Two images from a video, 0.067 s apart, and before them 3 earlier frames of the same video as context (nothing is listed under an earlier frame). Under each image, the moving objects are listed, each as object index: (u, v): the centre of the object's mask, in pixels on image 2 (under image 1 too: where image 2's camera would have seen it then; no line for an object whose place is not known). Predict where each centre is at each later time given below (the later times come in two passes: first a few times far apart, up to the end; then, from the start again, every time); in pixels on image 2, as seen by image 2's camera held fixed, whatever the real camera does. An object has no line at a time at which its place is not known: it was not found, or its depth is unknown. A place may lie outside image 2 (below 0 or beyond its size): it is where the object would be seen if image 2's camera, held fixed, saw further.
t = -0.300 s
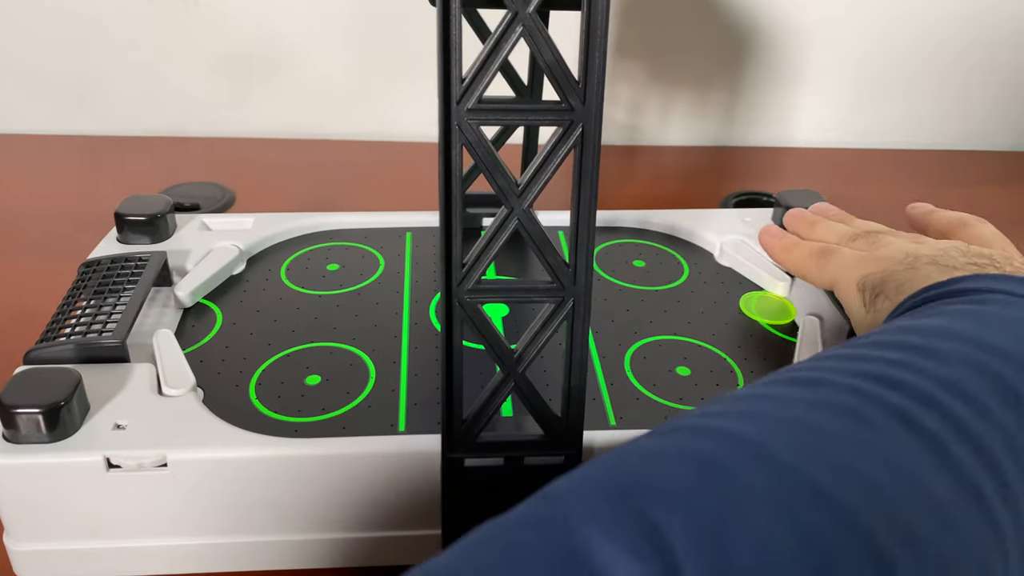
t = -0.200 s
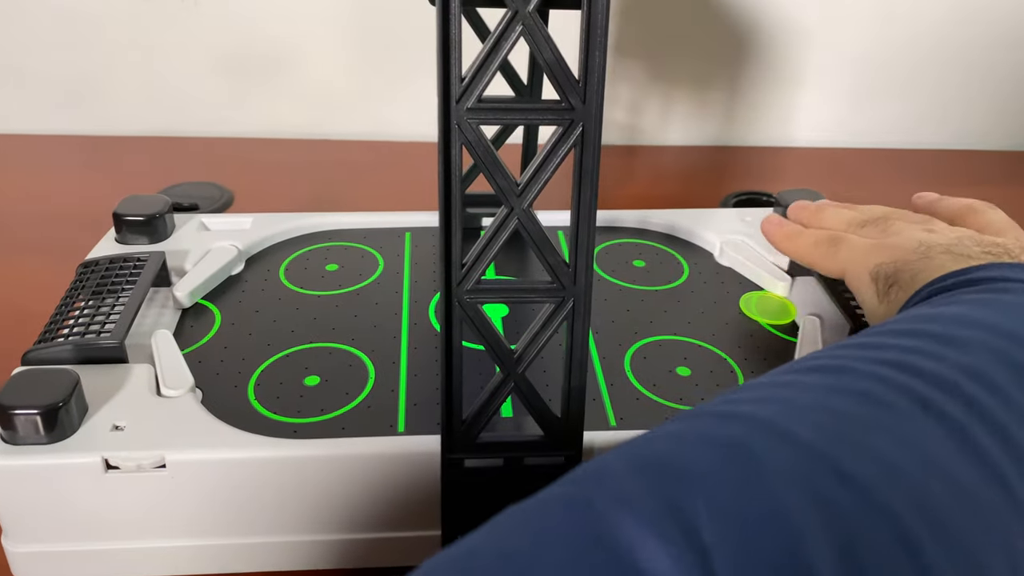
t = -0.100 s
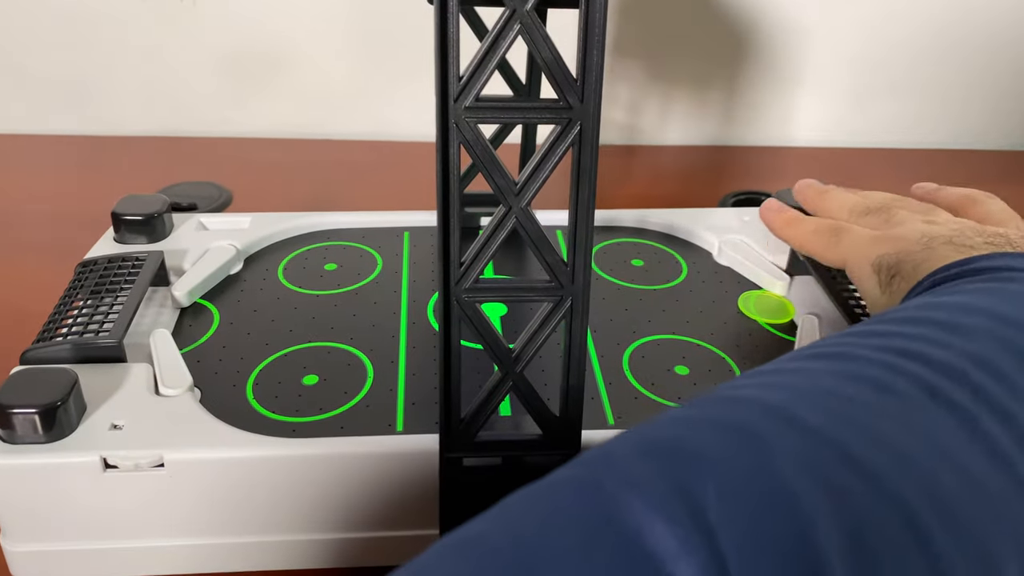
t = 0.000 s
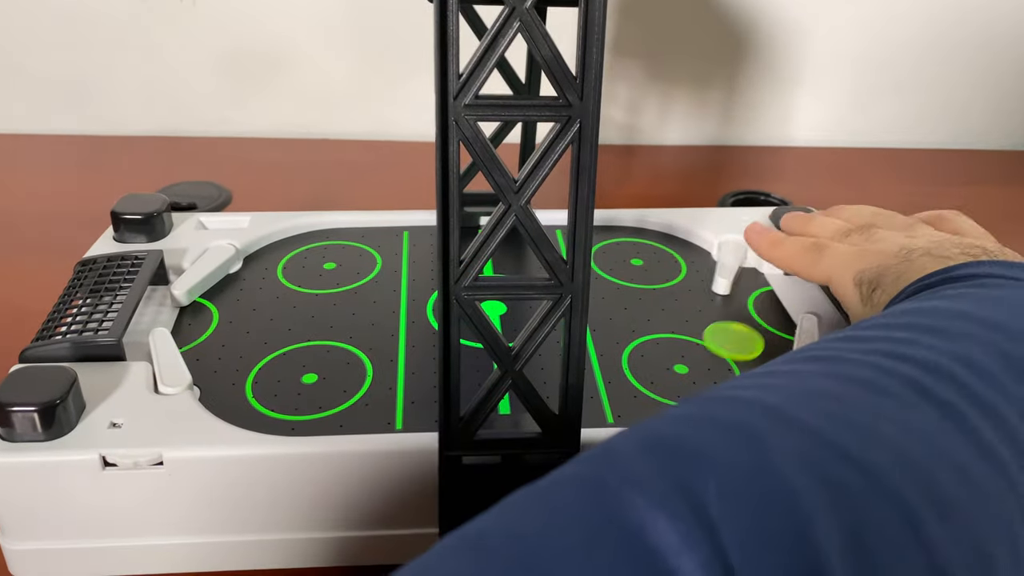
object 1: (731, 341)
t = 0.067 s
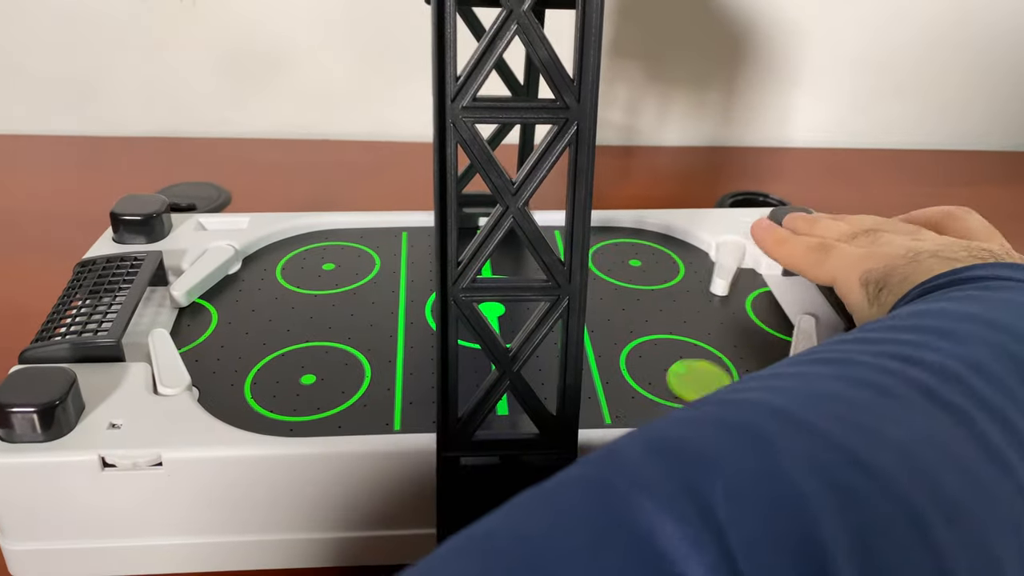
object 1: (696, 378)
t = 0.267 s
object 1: (599, 373)
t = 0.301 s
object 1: (592, 367)
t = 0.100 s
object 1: (675, 396)
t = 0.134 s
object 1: (657, 402)
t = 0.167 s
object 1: (640, 396)
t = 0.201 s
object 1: (621, 387)
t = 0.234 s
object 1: (608, 380)
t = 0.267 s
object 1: (599, 373)
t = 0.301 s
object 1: (592, 367)
